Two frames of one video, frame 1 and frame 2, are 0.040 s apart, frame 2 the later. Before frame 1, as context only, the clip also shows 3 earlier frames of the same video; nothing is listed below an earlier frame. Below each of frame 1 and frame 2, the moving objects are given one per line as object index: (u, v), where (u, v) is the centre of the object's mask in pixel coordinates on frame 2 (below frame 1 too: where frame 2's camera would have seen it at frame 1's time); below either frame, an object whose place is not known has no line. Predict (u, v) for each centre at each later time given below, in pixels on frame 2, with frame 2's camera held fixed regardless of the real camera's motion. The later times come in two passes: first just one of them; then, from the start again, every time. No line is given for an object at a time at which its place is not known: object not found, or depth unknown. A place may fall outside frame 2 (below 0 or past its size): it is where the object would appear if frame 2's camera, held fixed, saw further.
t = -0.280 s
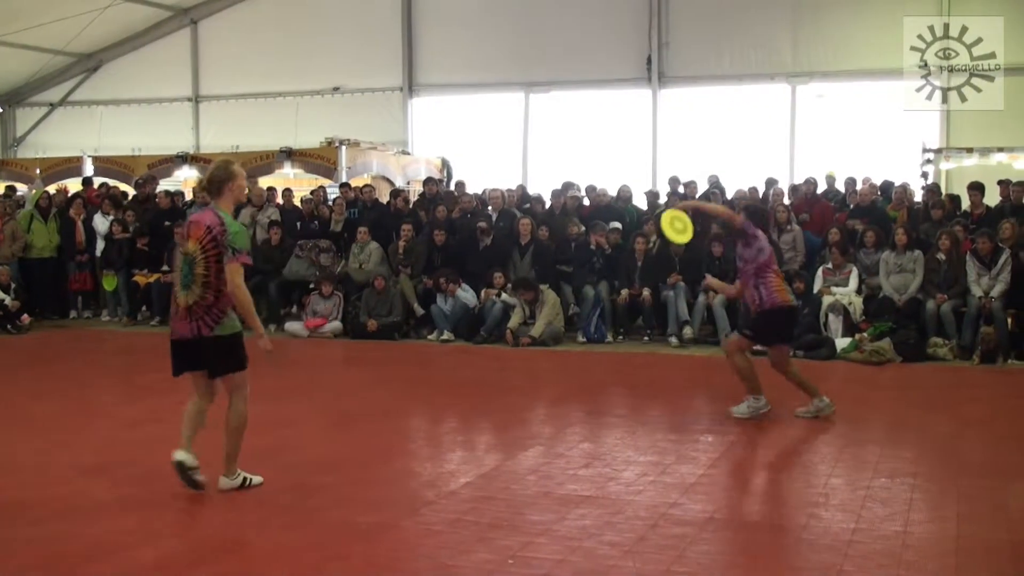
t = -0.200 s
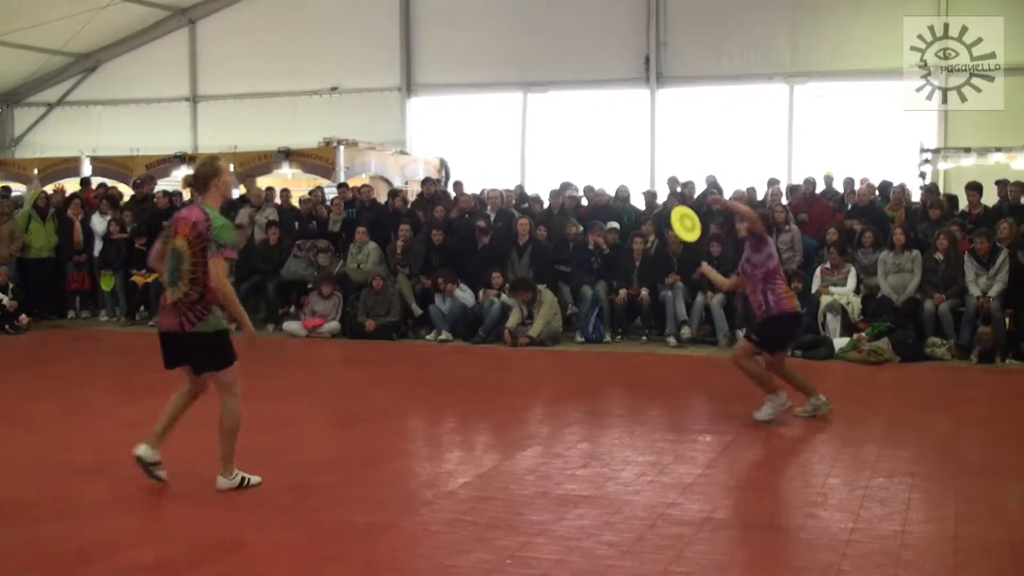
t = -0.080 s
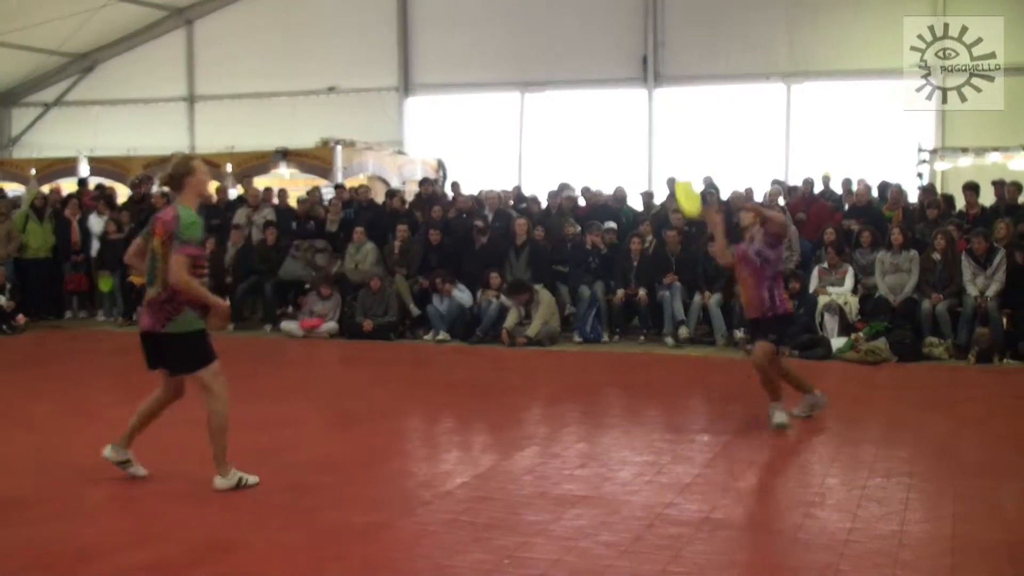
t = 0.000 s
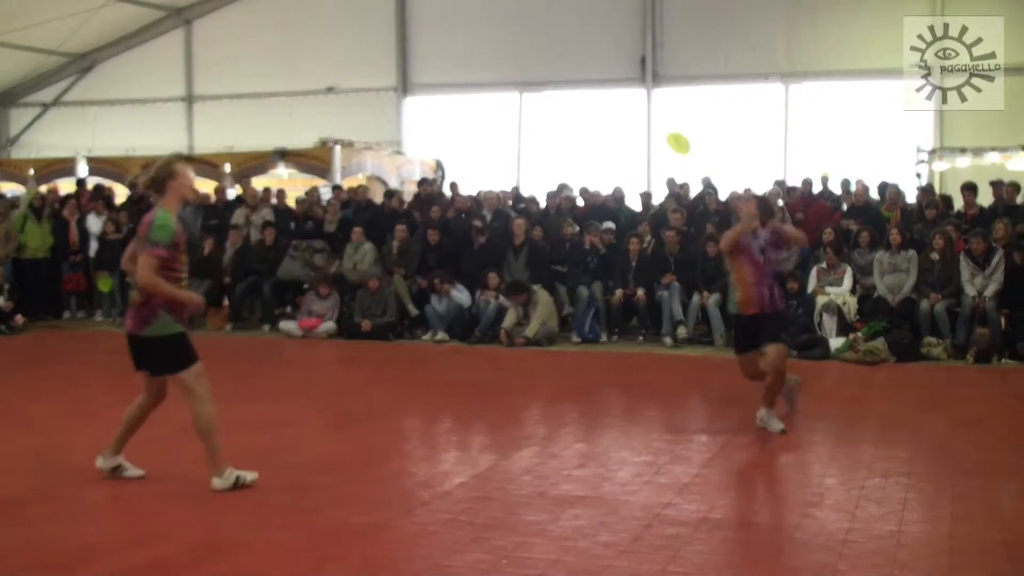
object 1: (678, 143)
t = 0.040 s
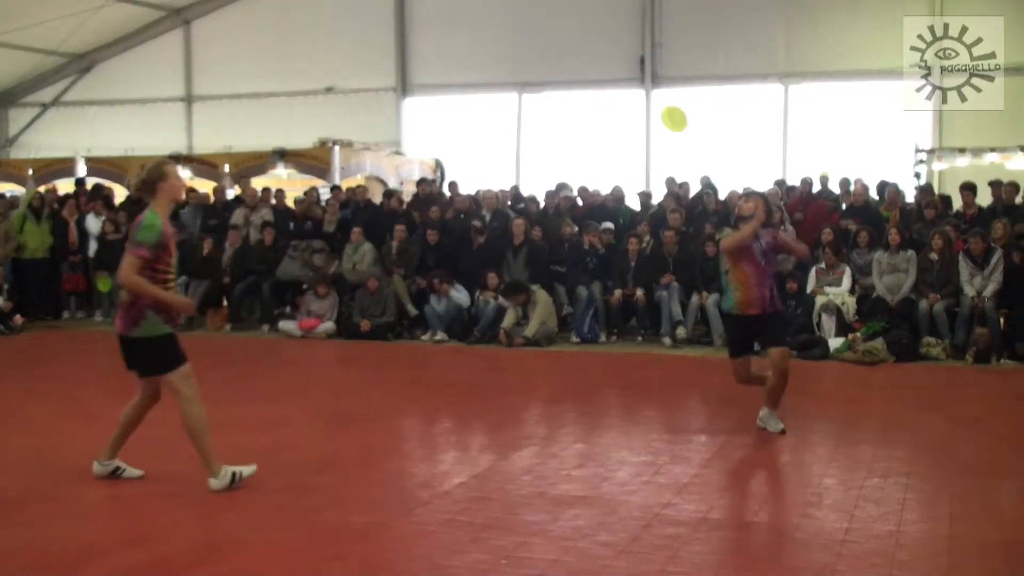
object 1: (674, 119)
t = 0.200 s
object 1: (662, 39)
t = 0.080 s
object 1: (671, 91)
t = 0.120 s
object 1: (668, 71)
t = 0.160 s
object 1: (665, 56)
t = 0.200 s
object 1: (662, 39)
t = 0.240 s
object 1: (659, 23)
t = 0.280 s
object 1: (658, 14)
